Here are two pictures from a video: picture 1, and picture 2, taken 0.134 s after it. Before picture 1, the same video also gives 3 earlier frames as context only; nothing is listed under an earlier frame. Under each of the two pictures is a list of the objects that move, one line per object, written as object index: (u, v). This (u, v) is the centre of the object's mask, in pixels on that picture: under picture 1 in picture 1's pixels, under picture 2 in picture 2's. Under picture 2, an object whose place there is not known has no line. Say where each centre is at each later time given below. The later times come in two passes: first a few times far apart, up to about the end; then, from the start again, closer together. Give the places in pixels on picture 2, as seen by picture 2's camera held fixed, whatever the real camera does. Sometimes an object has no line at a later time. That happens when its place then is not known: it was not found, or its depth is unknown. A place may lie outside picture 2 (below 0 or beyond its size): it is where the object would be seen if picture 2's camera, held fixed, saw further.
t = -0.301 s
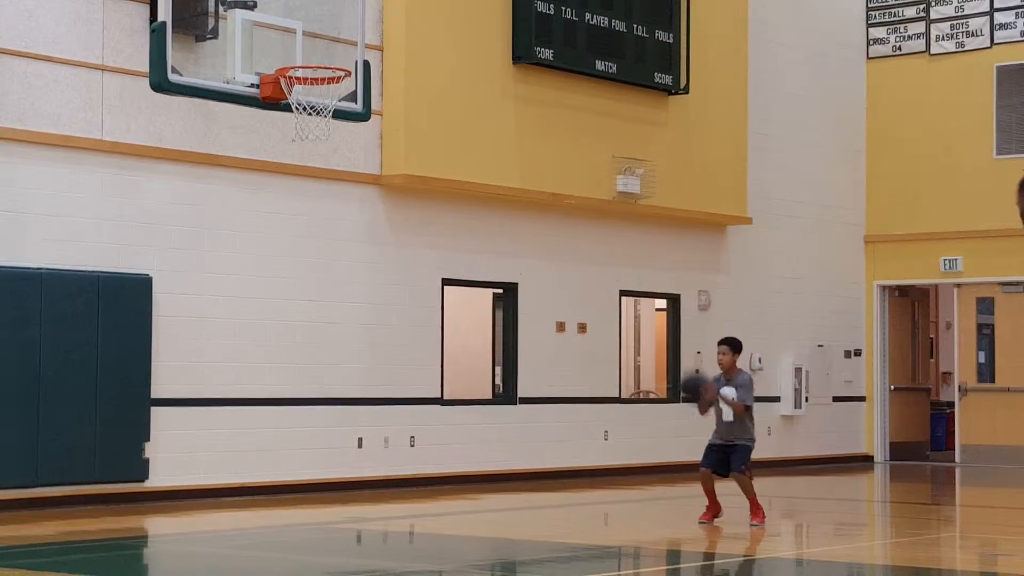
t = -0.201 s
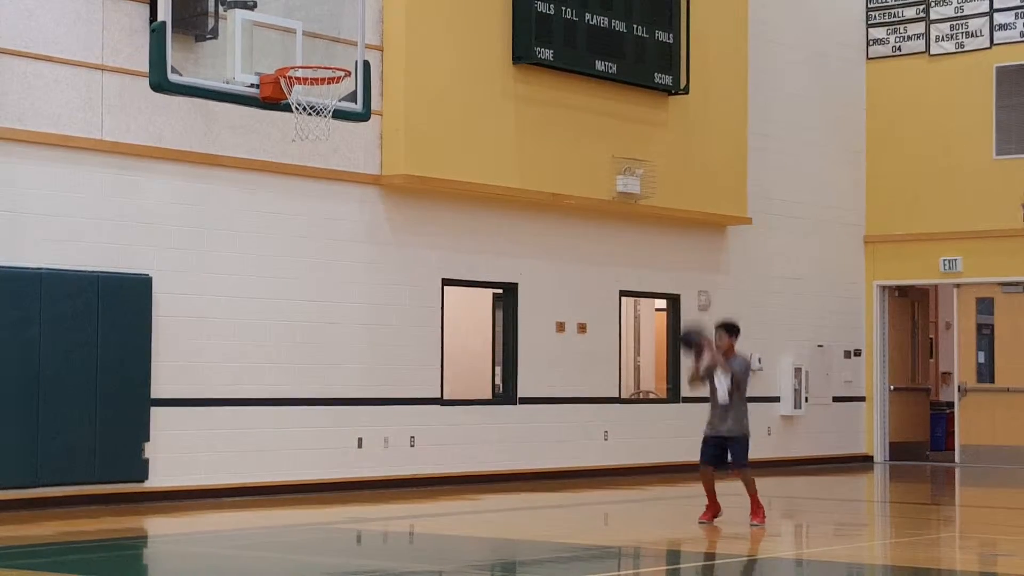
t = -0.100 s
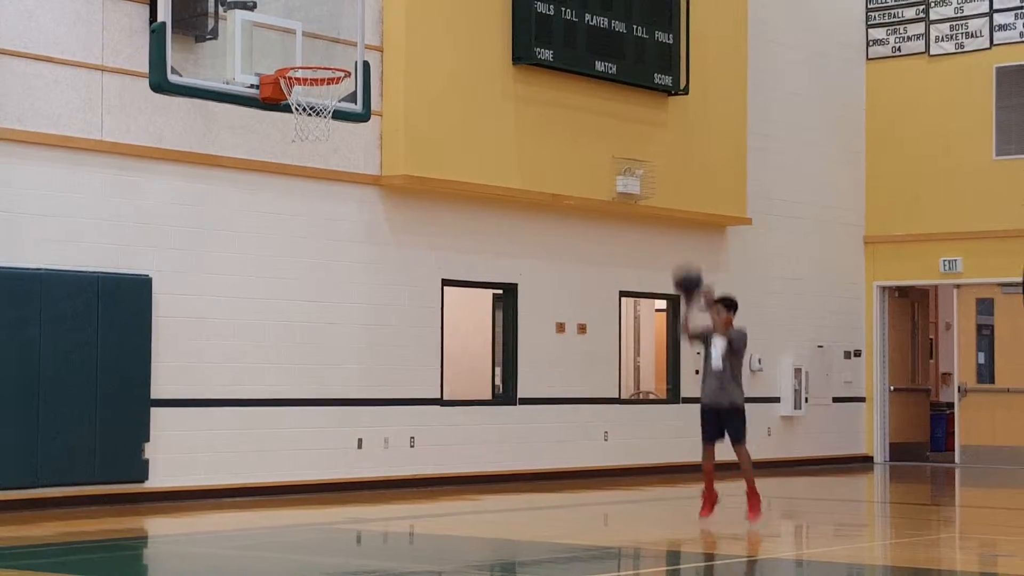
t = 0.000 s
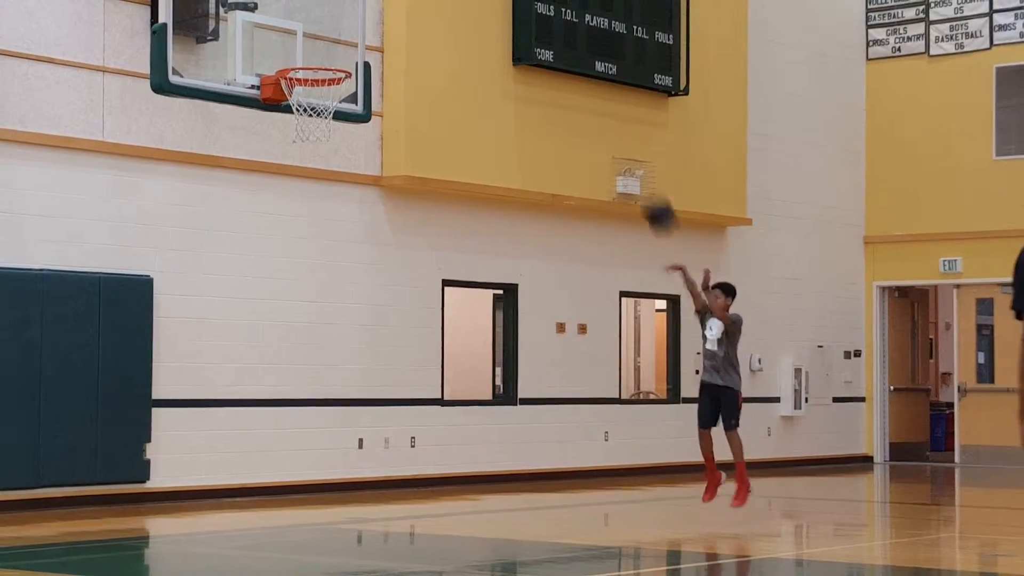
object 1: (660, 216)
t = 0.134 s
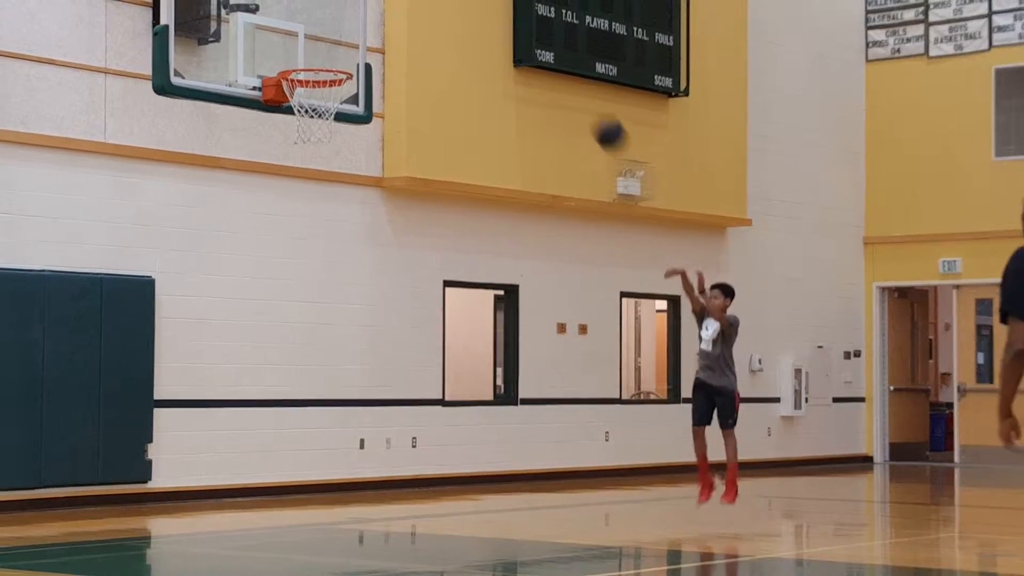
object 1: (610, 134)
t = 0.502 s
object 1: (460, 17)
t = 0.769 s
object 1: (339, 41)
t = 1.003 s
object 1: (325, 102)
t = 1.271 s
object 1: (369, 184)
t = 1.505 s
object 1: (402, 338)
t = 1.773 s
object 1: (434, 479)
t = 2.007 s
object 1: (446, 346)
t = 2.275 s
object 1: (458, 294)
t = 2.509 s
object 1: (468, 331)
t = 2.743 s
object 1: (477, 441)
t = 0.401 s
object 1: (504, 32)
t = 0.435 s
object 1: (489, 25)
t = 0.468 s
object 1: (475, 20)
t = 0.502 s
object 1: (460, 17)
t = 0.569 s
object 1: (432, 15)
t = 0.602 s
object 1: (417, 16)
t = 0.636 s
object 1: (401, 18)
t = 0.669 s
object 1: (386, 20)
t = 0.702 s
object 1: (370, 25)
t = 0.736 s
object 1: (353, 32)
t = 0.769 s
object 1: (339, 41)
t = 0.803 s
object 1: (321, 52)
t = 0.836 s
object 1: (305, 63)
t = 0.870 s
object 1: (300, 74)
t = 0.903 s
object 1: (306, 82)
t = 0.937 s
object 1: (314, 89)
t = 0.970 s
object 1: (320, 97)
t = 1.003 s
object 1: (325, 102)
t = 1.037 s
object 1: (332, 107)
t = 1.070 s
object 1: (338, 112)
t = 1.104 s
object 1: (344, 123)
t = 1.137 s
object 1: (349, 130)
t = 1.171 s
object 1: (354, 141)
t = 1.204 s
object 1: (359, 153)
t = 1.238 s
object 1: (364, 167)
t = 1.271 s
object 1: (369, 184)
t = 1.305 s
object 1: (374, 201)
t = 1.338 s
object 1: (379, 220)
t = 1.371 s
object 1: (384, 239)
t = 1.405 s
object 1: (388, 261)
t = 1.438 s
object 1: (393, 285)
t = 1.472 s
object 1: (398, 311)
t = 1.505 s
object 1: (402, 338)
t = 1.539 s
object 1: (407, 365)
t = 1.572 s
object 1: (412, 400)
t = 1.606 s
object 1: (418, 434)
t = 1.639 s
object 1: (422, 466)
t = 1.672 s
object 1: (426, 501)
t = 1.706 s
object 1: (431, 527)
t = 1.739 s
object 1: (433, 505)
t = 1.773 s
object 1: (434, 479)
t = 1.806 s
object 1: (436, 453)
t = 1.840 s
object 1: (438, 433)
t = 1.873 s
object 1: (439, 414)
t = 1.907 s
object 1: (441, 392)
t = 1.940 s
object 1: (443, 375)
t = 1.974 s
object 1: (444, 360)
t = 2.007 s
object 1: (446, 346)
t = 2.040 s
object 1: (447, 334)
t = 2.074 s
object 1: (449, 324)
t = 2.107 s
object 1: (451, 315)
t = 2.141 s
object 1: (452, 307)
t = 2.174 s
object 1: (454, 301)
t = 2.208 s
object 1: (455, 297)
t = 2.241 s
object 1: (457, 295)
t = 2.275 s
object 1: (458, 294)
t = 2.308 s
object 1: (459, 295)
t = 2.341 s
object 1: (461, 297)
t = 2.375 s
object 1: (462, 300)
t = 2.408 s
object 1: (464, 306)
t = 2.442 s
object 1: (466, 313)
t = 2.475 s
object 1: (467, 321)
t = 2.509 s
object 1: (468, 331)
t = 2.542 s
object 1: (469, 343)
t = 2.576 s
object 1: (471, 355)
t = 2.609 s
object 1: (472, 370)
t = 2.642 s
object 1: (474, 385)
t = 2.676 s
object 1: (475, 402)
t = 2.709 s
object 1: (476, 422)
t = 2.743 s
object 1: (477, 441)
